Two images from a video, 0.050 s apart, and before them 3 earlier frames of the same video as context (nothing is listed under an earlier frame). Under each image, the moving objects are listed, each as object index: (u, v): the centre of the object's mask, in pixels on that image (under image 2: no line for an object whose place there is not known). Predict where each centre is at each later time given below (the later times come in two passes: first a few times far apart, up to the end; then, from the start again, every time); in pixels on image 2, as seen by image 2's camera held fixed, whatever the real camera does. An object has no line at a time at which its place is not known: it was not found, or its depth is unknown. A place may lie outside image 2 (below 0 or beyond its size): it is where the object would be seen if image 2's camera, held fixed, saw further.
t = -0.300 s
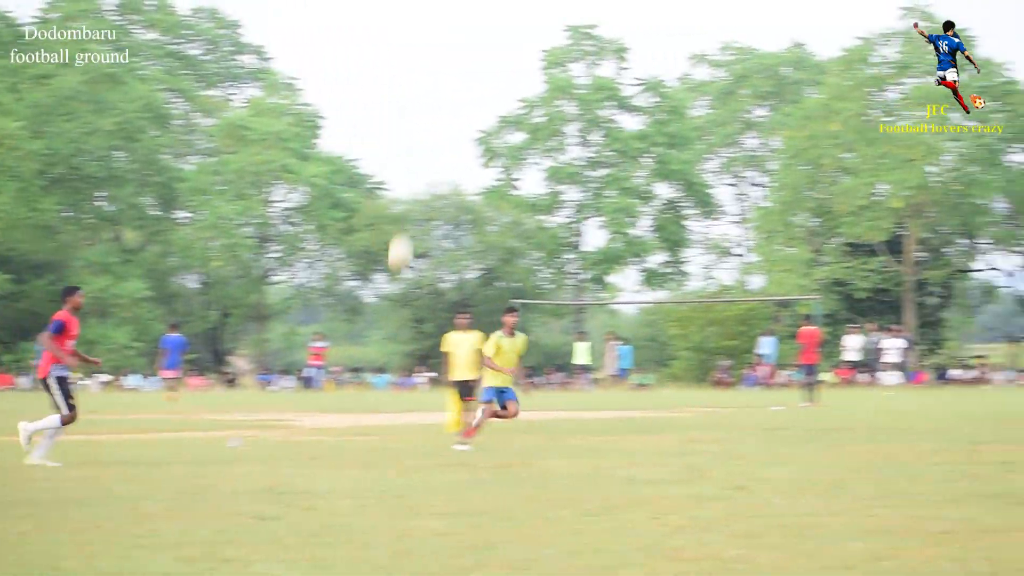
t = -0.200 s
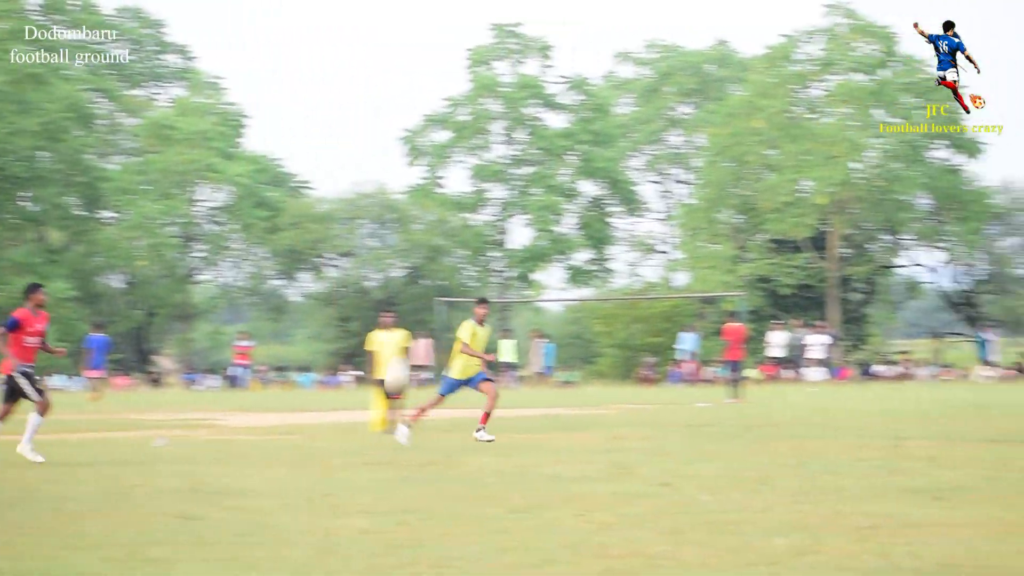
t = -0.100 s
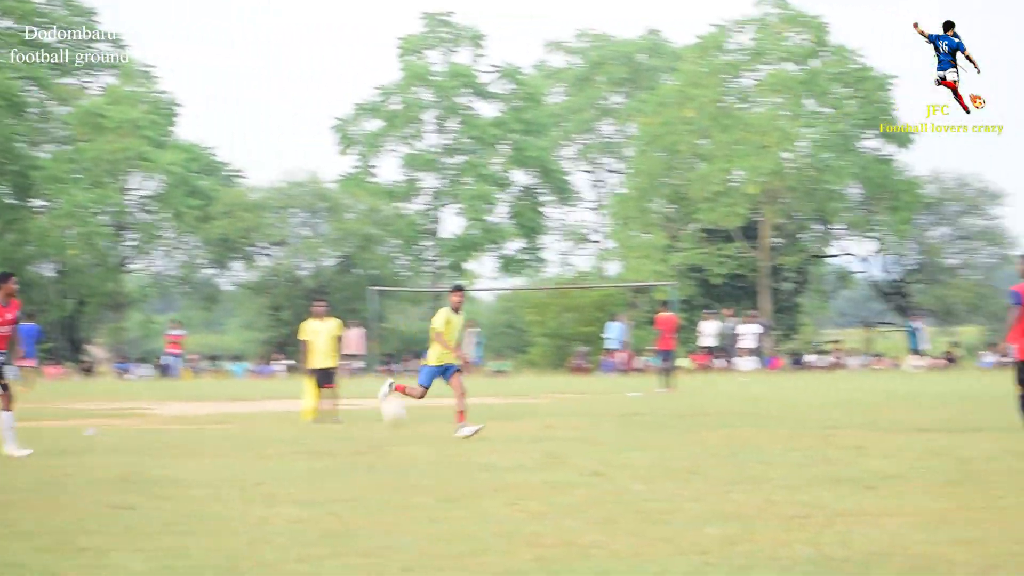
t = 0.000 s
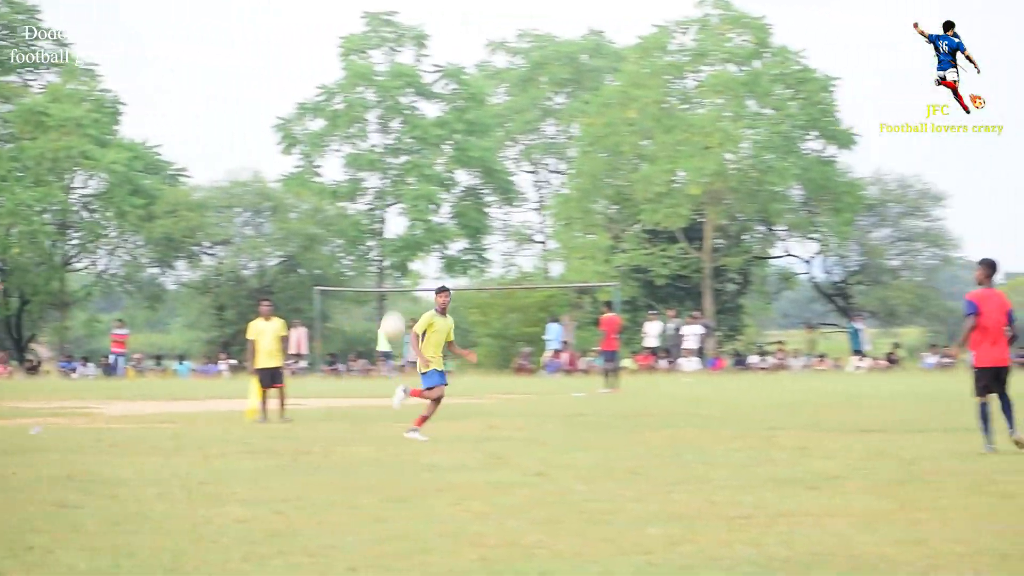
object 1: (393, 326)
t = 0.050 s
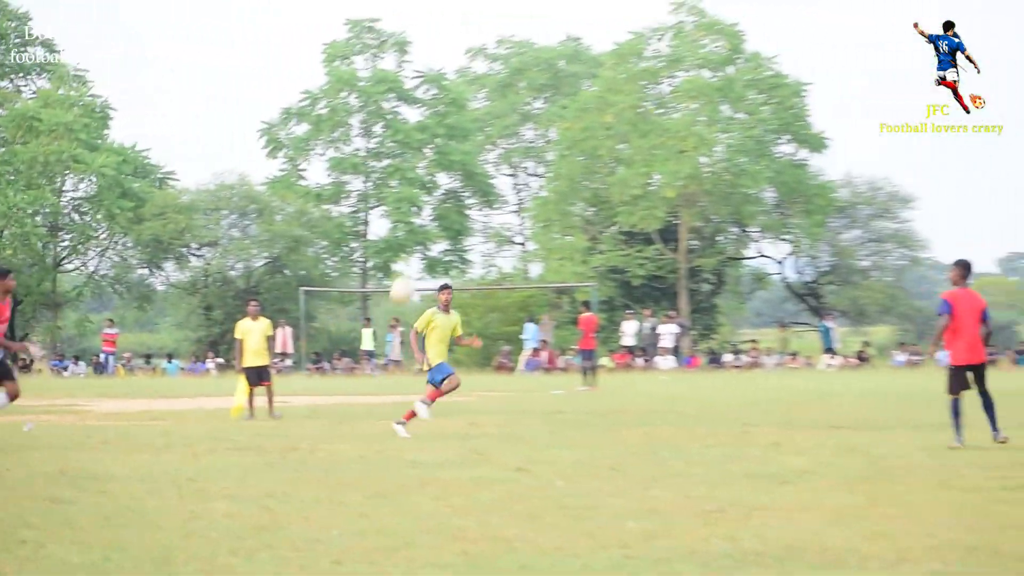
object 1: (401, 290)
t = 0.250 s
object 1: (513, 176)
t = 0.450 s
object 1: (618, 101)
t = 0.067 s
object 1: (411, 279)
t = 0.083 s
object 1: (422, 268)
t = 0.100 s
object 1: (430, 259)
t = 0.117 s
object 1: (440, 247)
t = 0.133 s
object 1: (448, 236)
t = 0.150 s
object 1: (457, 227)
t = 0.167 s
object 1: (465, 218)
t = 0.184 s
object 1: (476, 207)
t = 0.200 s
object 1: (485, 199)
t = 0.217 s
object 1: (493, 192)
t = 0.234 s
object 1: (502, 183)
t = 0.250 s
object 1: (513, 176)
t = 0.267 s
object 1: (521, 169)
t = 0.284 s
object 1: (528, 160)
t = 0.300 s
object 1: (538, 153)
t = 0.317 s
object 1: (547, 147)
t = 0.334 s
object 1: (556, 139)
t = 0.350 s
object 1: (564, 132)
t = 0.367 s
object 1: (573, 126)
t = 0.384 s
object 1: (582, 120)
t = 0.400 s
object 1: (591, 115)
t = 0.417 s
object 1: (600, 110)
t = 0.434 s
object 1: (609, 106)
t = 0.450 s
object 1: (618, 101)
